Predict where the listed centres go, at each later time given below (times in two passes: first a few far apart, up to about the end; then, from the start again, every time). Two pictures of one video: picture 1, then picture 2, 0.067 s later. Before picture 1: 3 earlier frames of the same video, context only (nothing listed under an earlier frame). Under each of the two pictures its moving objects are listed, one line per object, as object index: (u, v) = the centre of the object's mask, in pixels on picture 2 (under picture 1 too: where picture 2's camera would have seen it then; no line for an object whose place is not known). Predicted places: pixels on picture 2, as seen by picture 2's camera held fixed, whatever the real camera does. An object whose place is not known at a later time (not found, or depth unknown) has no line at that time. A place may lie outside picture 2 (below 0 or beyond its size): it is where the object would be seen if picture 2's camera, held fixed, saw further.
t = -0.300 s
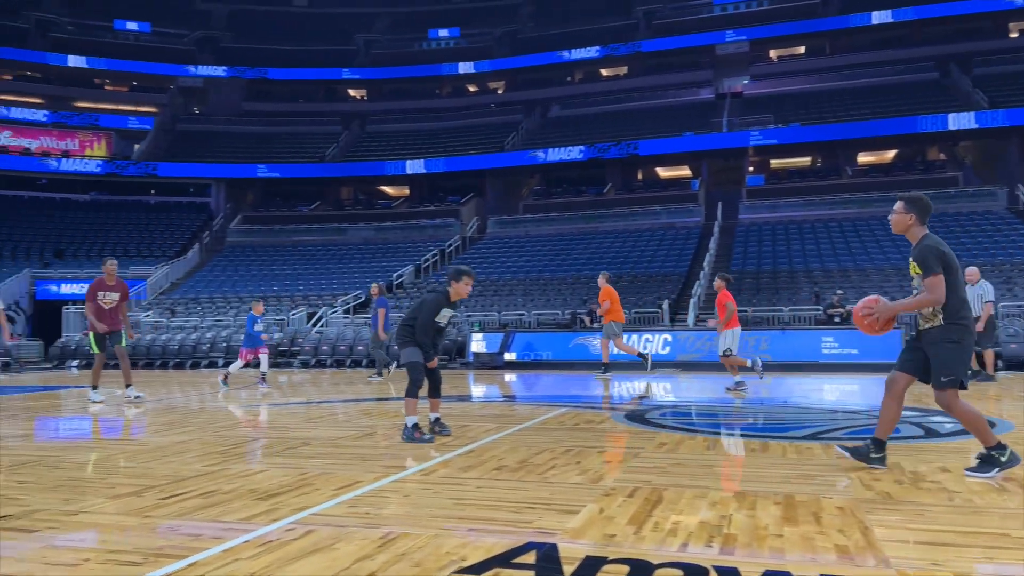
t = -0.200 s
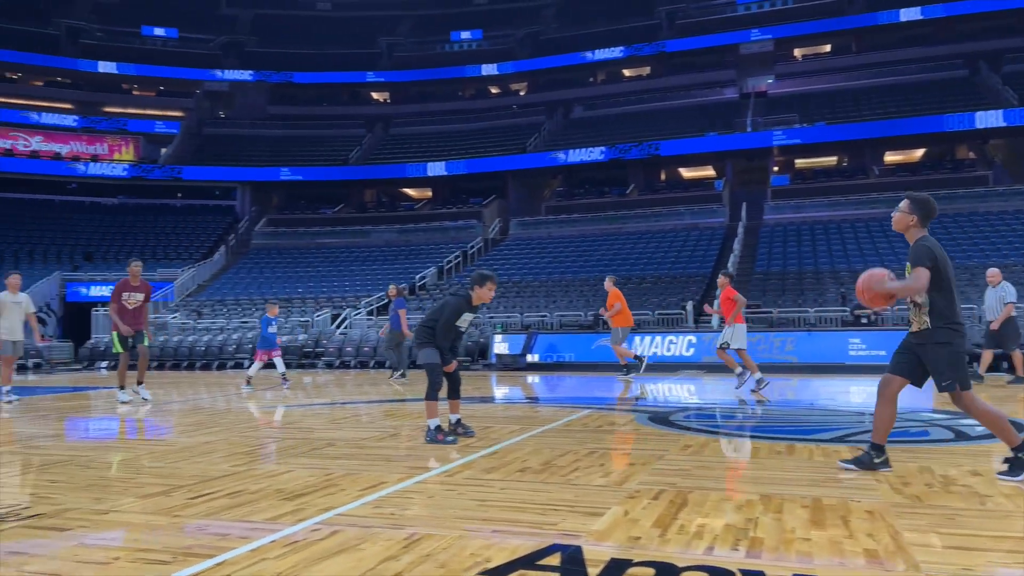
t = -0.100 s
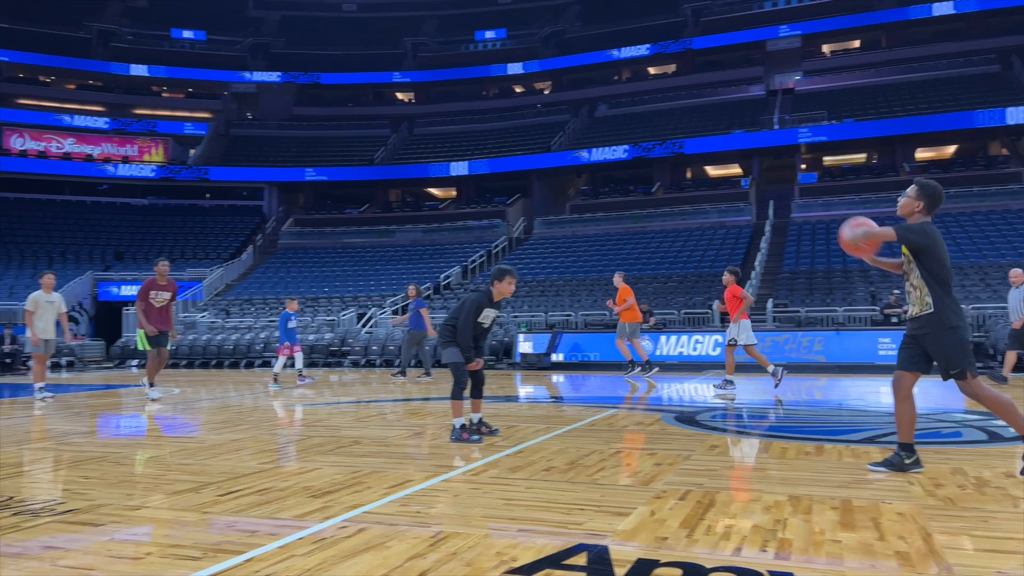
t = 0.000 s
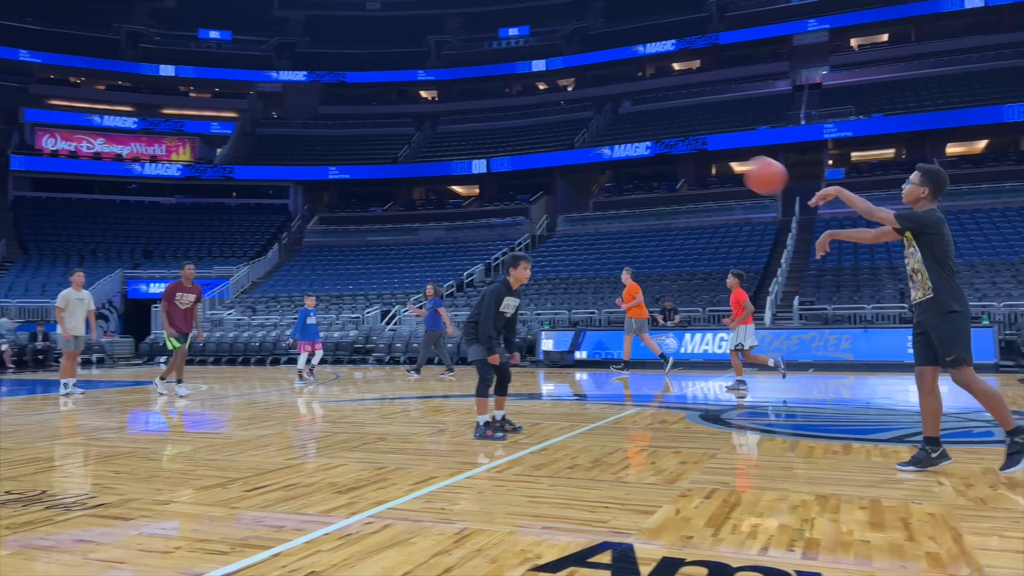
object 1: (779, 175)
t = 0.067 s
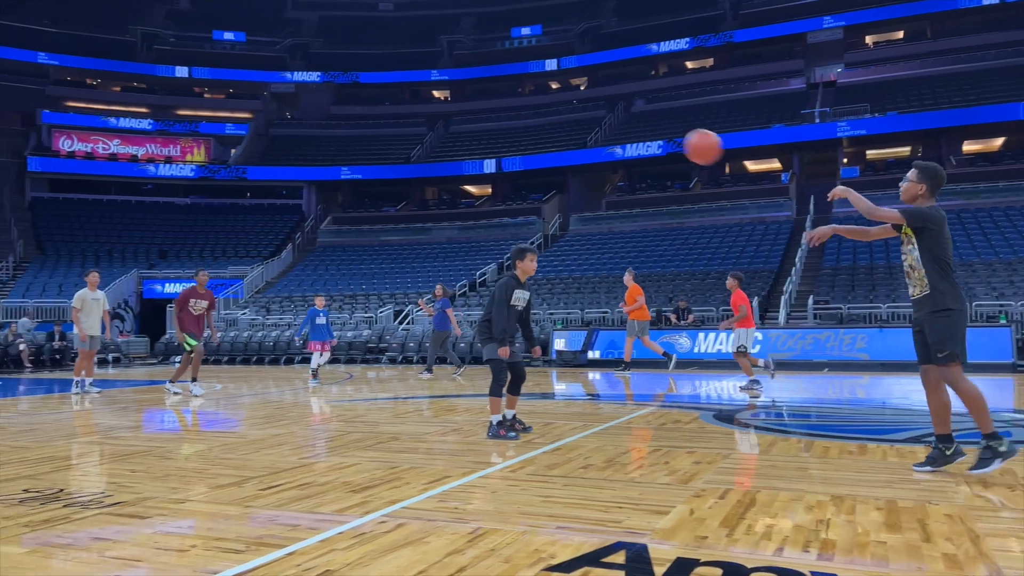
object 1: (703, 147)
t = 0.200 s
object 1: (583, 118)
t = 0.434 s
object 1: (437, 125)
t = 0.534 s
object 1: (392, 143)
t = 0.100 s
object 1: (670, 136)
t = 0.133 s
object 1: (639, 129)
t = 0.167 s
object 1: (610, 122)
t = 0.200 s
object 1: (583, 118)
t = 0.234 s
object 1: (558, 115)
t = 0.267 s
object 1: (535, 114)
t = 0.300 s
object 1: (512, 114)
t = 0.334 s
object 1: (491, 115)
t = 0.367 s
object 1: (472, 118)
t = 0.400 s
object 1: (454, 121)
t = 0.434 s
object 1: (437, 125)
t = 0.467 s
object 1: (422, 130)
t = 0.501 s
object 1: (406, 136)
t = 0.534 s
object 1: (392, 143)
